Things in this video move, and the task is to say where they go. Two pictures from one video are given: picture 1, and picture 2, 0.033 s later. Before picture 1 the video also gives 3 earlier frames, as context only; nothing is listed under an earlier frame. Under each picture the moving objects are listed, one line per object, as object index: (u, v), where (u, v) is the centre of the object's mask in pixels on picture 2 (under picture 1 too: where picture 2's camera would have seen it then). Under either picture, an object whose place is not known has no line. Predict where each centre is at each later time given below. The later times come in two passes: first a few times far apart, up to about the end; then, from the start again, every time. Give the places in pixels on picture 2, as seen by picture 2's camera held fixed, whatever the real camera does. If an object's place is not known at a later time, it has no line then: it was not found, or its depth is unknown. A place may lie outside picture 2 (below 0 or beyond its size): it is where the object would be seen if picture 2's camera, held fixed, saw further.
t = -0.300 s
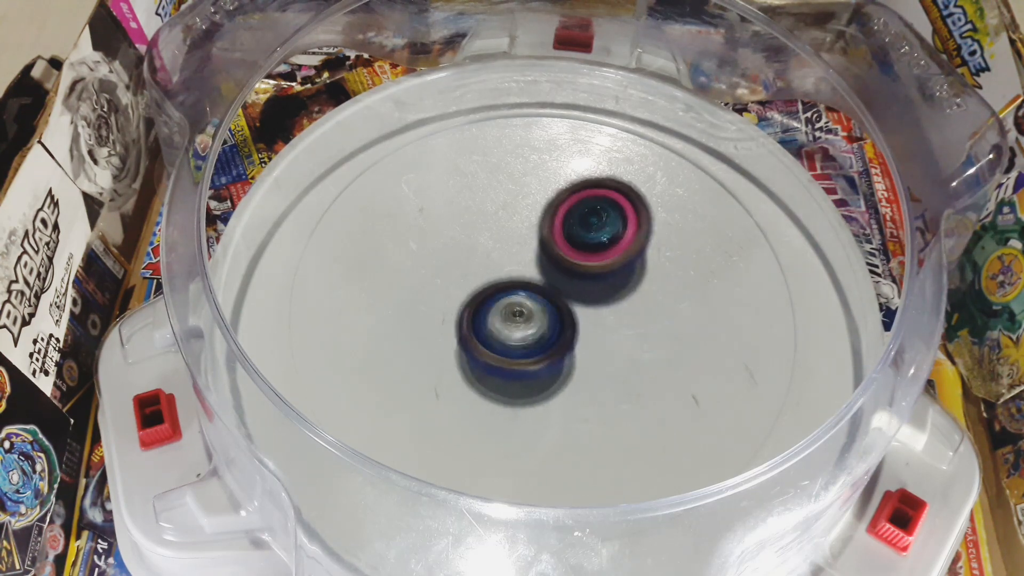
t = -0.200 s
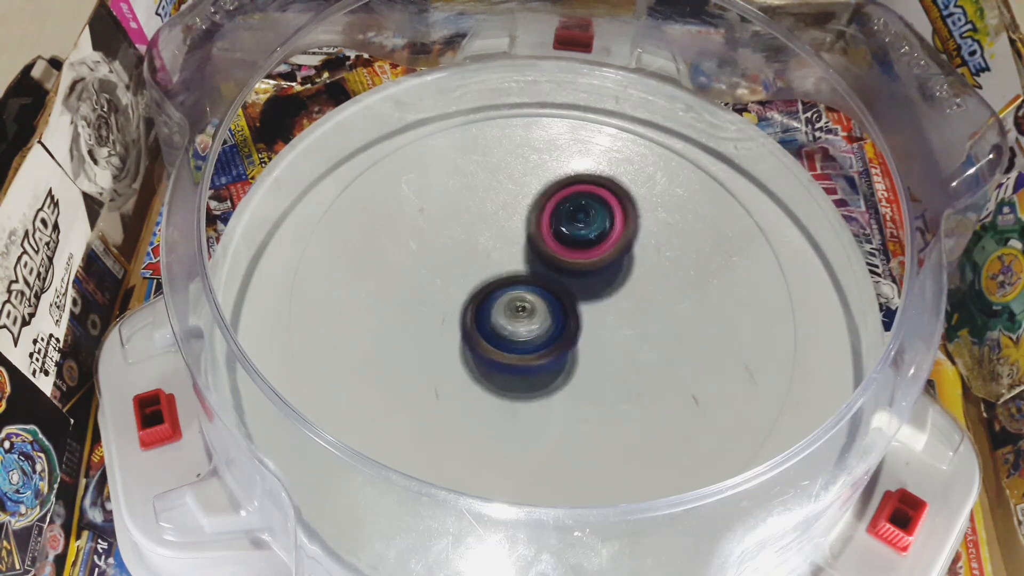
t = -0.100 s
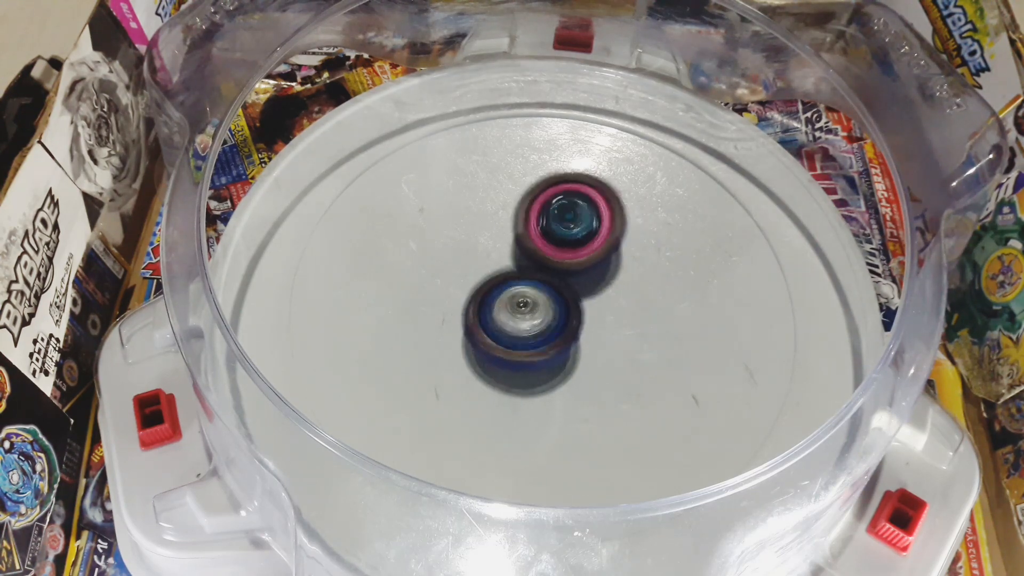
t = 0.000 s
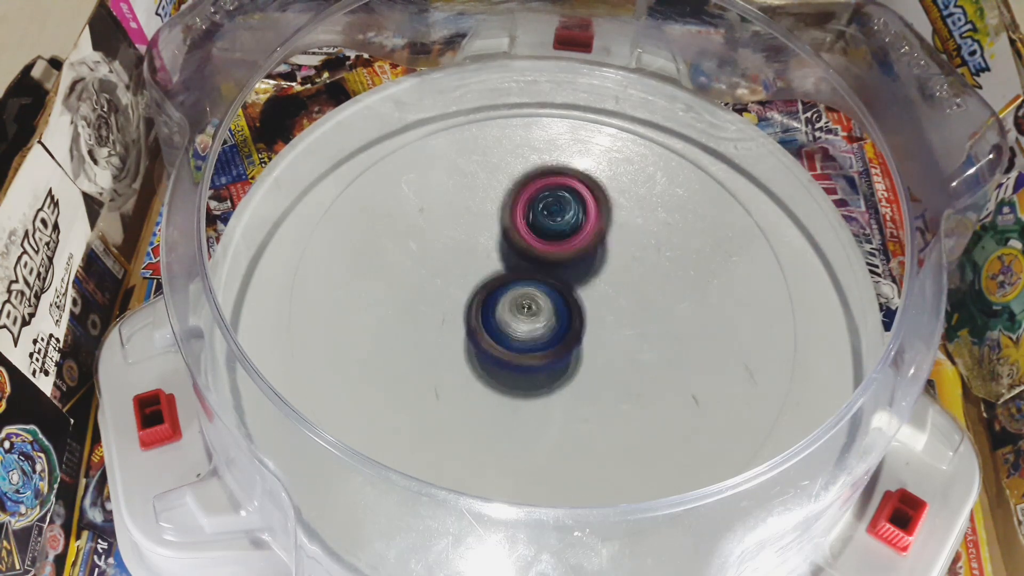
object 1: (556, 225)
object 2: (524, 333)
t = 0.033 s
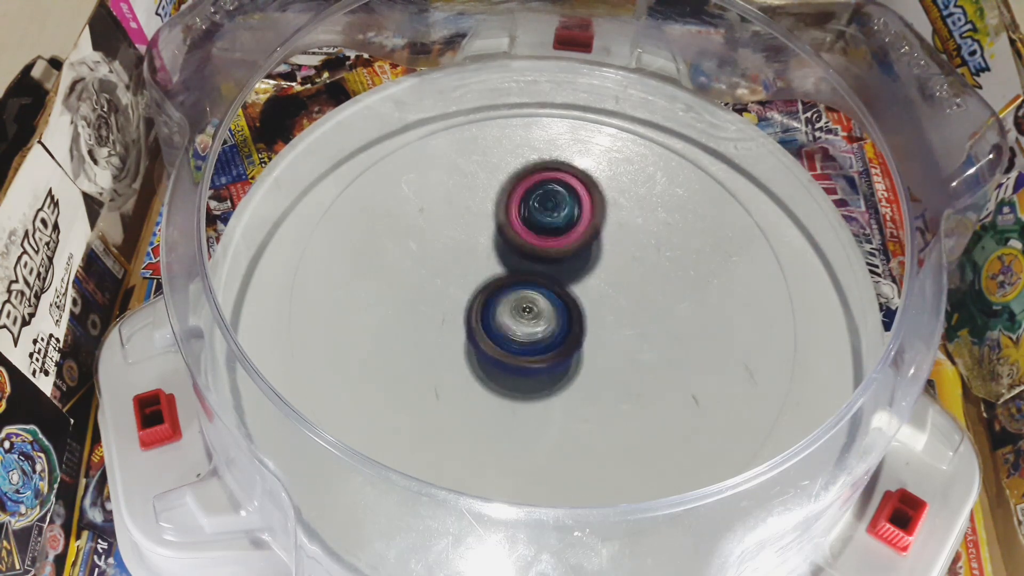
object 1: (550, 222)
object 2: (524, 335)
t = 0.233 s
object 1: (520, 223)
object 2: (527, 336)
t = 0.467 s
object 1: (475, 233)
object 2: (535, 348)
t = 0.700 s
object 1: (446, 261)
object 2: (544, 343)
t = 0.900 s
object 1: (426, 291)
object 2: (545, 334)
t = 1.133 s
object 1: (409, 322)
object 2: (549, 325)
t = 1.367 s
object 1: (415, 357)
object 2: (550, 312)
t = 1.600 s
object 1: (444, 387)
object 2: (540, 309)
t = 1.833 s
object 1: (483, 417)
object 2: (537, 304)
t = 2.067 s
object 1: (529, 423)
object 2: (535, 303)
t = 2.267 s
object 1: (576, 415)
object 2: (532, 303)
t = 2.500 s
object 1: (631, 389)
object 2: (531, 309)
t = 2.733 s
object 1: (656, 355)
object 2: (531, 312)
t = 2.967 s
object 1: (665, 321)
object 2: (526, 318)
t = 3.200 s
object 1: (644, 285)
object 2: (526, 326)
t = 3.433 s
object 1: (608, 246)
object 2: (530, 333)
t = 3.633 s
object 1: (572, 227)
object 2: (535, 331)
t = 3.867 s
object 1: (521, 220)
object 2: (538, 330)
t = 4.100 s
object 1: (476, 232)
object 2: (538, 333)
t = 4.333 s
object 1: (423, 254)
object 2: (565, 344)
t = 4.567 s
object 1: (410, 284)
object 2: (574, 332)
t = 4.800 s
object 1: (429, 332)
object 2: (560, 314)
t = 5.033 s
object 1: (449, 410)
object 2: (546, 303)
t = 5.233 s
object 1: (472, 430)
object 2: (530, 306)
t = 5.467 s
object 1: (522, 428)
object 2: (519, 311)
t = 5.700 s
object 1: (635, 417)
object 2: (504, 294)
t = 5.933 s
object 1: (684, 393)
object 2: (496, 298)
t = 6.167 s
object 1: (667, 353)
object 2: (515, 317)
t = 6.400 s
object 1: (639, 262)
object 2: (524, 318)
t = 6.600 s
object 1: (616, 208)
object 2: (523, 316)
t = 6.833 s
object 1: (580, 210)
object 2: (525, 313)
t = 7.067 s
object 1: (469, 231)
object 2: (547, 340)
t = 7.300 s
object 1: (371, 235)
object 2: (534, 351)
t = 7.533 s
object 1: (384, 272)
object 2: (539, 344)
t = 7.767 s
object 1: (443, 393)
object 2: (544, 319)
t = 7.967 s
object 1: (479, 450)
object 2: (529, 311)
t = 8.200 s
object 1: (536, 454)
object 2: (536, 313)
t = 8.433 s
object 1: (636, 390)
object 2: (521, 322)
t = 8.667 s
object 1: (691, 337)
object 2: (499, 319)
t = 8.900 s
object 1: (691, 331)
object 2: (499, 318)
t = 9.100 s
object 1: (633, 292)
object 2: (499, 318)
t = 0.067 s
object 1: (545, 221)
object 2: (524, 335)
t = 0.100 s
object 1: (540, 220)
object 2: (524, 334)
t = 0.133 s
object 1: (535, 219)
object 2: (524, 334)
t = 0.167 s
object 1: (530, 220)
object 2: (525, 336)
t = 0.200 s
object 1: (525, 222)
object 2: (526, 337)
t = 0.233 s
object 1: (520, 223)
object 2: (527, 336)
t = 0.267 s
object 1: (514, 225)
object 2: (528, 336)
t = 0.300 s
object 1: (508, 228)
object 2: (529, 341)
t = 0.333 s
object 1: (499, 226)
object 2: (532, 346)
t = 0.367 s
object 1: (492, 226)
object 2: (533, 346)
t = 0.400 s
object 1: (484, 227)
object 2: (532, 346)
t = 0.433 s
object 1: (479, 230)
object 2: (532, 347)
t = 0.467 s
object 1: (475, 233)
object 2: (535, 348)
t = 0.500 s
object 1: (471, 236)
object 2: (538, 347)
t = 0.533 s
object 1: (466, 239)
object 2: (539, 347)
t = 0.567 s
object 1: (462, 243)
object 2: (539, 348)
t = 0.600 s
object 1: (458, 246)
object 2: (541, 347)
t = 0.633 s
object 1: (453, 250)
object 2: (542, 346)
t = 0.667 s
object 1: (450, 255)
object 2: (543, 344)
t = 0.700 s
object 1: (446, 261)
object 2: (544, 343)
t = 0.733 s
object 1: (442, 265)
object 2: (545, 343)
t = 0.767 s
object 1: (438, 271)
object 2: (546, 342)
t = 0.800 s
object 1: (434, 276)
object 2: (546, 340)
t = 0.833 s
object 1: (431, 281)
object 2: (545, 337)
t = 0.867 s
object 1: (428, 286)
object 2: (545, 336)
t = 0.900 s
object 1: (426, 291)
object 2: (545, 334)
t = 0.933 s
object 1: (424, 296)
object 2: (545, 333)
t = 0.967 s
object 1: (418, 300)
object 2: (549, 331)
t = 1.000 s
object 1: (412, 305)
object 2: (551, 329)
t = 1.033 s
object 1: (410, 309)
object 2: (550, 329)
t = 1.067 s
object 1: (408, 313)
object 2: (549, 328)
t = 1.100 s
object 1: (408, 318)
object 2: (550, 327)
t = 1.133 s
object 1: (409, 322)
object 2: (549, 325)
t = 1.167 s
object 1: (411, 326)
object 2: (547, 323)
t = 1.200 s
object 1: (414, 330)
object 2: (545, 322)
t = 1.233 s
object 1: (417, 334)
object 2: (543, 321)
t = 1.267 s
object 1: (419, 338)
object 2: (544, 319)
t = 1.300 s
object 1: (416, 344)
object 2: (549, 315)
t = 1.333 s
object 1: (414, 350)
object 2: (551, 313)
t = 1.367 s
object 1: (415, 357)
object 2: (550, 312)
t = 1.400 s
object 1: (418, 363)
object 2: (549, 312)
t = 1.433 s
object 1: (421, 368)
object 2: (548, 311)
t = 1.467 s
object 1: (425, 372)
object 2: (546, 310)
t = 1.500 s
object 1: (430, 376)
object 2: (545, 310)
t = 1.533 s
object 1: (434, 380)
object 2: (543, 310)
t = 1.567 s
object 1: (439, 383)
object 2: (542, 309)
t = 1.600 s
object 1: (444, 387)
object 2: (540, 309)
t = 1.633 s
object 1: (449, 389)
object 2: (540, 309)
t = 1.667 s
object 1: (455, 391)
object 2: (539, 309)
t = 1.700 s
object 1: (460, 397)
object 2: (538, 307)
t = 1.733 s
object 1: (464, 405)
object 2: (538, 303)
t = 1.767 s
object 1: (470, 410)
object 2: (538, 301)
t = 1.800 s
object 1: (477, 414)
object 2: (537, 303)
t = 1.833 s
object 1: (483, 417)
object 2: (537, 304)
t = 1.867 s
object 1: (490, 420)
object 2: (537, 303)
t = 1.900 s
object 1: (497, 422)
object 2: (536, 303)
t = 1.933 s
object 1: (504, 423)
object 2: (535, 303)
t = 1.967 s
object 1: (510, 424)
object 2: (534, 303)
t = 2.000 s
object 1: (516, 424)
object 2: (534, 303)
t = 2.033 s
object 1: (523, 424)
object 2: (535, 303)
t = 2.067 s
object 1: (529, 423)
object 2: (535, 303)
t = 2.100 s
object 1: (536, 422)
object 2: (533, 302)
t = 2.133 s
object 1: (543, 421)
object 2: (533, 302)
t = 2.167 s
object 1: (550, 420)
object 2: (533, 302)
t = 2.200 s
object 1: (558, 417)
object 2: (534, 303)
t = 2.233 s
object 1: (566, 415)
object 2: (534, 304)
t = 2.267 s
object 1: (576, 415)
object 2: (532, 303)
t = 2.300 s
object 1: (585, 412)
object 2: (530, 304)
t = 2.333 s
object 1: (594, 409)
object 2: (531, 306)
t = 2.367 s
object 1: (604, 407)
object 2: (532, 306)
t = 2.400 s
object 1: (612, 403)
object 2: (532, 305)
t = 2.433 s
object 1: (620, 398)
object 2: (530, 306)
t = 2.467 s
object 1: (626, 393)
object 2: (530, 308)
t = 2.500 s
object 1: (631, 389)
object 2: (531, 309)
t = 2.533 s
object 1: (636, 385)
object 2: (531, 309)
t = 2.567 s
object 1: (641, 381)
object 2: (531, 308)
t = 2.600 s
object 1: (645, 375)
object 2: (529, 309)
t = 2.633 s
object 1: (649, 370)
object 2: (530, 311)
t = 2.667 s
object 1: (652, 365)
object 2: (532, 312)
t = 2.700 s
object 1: (654, 360)
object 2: (532, 311)
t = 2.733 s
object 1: (656, 355)
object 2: (531, 312)
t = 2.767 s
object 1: (657, 350)
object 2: (530, 313)
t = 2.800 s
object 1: (657, 346)
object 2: (531, 315)
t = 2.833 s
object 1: (662, 341)
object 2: (529, 315)
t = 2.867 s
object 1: (666, 336)
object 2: (526, 315)
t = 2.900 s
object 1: (667, 331)
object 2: (527, 315)
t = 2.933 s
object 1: (666, 326)
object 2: (527, 317)
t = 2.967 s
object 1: (665, 321)
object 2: (526, 318)
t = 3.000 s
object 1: (663, 316)
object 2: (526, 319)
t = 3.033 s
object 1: (660, 312)
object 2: (526, 319)
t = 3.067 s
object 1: (657, 307)
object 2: (527, 320)
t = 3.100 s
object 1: (654, 303)
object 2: (527, 321)
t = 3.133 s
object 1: (651, 298)
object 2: (526, 322)
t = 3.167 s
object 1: (648, 291)
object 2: (524, 324)
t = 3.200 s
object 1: (644, 285)
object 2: (526, 326)
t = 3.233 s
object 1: (640, 279)
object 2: (528, 327)
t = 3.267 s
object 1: (636, 273)
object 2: (528, 329)
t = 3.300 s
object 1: (630, 267)
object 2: (527, 330)
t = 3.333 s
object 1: (625, 262)
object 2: (529, 331)
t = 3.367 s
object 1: (620, 256)
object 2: (530, 331)
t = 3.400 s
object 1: (614, 251)
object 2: (531, 332)
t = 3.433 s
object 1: (608, 246)
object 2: (530, 333)
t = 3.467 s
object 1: (603, 242)
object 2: (531, 333)
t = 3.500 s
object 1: (597, 238)
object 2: (532, 333)
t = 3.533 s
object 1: (591, 235)
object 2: (534, 333)
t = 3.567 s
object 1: (584, 233)
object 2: (534, 333)
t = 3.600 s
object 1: (578, 229)
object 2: (534, 332)
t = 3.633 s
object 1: (572, 227)
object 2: (535, 331)
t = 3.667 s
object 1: (564, 225)
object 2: (536, 332)
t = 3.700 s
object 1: (557, 225)
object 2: (536, 332)
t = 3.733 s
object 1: (550, 223)
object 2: (536, 331)
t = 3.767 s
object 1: (544, 221)
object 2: (537, 332)
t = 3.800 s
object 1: (536, 221)
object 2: (539, 333)
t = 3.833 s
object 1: (528, 220)
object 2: (540, 331)
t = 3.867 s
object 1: (521, 220)
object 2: (538, 330)
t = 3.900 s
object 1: (513, 220)
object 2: (537, 332)
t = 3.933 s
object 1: (505, 221)
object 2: (538, 333)
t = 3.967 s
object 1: (498, 222)
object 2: (541, 332)
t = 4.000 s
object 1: (491, 223)
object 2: (540, 331)
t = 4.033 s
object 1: (484, 225)
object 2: (537, 331)
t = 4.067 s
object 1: (480, 228)
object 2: (535, 332)
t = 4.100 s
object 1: (476, 232)
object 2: (538, 333)
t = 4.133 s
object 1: (471, 234)
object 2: (540, 332)
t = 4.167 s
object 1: (467, 238)
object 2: (540, 330)
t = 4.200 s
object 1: (459, 241)
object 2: (546, 333)
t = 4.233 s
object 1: (446, 243)
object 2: (554, 338)
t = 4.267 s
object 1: (437, 246)
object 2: (560, 342)
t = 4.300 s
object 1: (429, 250)
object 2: (562, 343)
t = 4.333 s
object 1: (423, 254)
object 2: (565, 344)
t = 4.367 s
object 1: (417, 257)
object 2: (568, 342)
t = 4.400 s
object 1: (413, 261)
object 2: (569, 341)
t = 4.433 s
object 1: (411, 265)
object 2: (571, 339)
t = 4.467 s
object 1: (409, 270)
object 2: (572, 338)
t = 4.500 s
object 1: (409, 274)
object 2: (573, 336)
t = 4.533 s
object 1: (409, 279)
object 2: (574, 334)
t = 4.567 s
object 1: (410, 284)
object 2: (574, 332)
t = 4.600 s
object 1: (412, 290)
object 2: (573, 329)
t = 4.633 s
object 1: (414, 296)
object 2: (572, 327)
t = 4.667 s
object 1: (416, 302)
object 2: (570, 325)
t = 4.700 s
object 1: (418, 309)
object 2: (569, 321)
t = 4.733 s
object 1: (421, 316)
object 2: (566, 319)
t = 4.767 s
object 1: (425, 323)
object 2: (564, 317)
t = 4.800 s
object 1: (429, 332)
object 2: (560, 314)
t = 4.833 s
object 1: (433, 341)
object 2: (557, 313)
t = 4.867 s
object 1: (437, 350)
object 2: (554, 312)
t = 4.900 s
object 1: (439, 360)
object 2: (552, 309)
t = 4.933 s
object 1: (441, 375)
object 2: (554, 305)
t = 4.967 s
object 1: (444, 389)
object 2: (552, 302)
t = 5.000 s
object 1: (447, 400)
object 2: (548, 302)
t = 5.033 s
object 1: (449, 410)
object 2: (546, 303)
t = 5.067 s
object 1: (452, 418)
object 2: (543, 302)
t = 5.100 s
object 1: (456, 423)
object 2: (539, 302)
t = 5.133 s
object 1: (460, 427)
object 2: (537, 302)
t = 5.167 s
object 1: (464, 428)
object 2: (533, 302)
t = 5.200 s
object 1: (468, 429)
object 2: (531, 304)
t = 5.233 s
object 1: (472, 430)
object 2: (530, 306)
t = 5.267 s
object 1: (477, 430)
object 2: (528, 307)
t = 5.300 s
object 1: (482, 430)
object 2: (526, 310)
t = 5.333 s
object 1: (487, 429)
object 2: (526, 312)
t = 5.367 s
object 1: (493, 427)
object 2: (526, 314)
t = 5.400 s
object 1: (502, 428)
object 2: (524, 315)
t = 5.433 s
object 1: (513, 430)
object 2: (521, 312)
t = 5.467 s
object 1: (522, 428)
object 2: (519, 311)
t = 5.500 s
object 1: (534, 426)
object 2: (515, 311)
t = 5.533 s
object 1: (548, 424)
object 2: (515, 312)
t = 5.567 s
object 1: (565, 423)
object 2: (514, 311)
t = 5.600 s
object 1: (584, 422)
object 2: (510, 305)
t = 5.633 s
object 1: (603, 421)
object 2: (507, 300)
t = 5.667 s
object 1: (619, 419)
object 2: (506, 296)
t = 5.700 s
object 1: (635, 417)
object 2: (504, 294)
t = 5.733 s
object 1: (648, 414)
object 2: (501, 293)
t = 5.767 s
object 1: (659, 411)
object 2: (499, 293)
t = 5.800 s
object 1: (668, 408)
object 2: (497, 294)
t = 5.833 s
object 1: (675, 404)
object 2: (497, 294)
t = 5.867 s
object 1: (678, 401)
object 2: (496, 295)
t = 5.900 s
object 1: (682, 397)
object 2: (496, 296)
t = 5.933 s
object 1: (684, 393)
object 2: (496, 298)
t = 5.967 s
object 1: (683, 389)
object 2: (497, 300)
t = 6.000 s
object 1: (682, 384)
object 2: (498, 304)
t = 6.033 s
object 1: (681, 379)
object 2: (498, 306)
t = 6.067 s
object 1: (678, 373)
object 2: (501, 309)
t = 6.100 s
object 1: (676, 367)
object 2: (505, 312)
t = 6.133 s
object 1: (672, 361)
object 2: (509, 314)
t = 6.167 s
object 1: (667, 353)
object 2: (515, 317)
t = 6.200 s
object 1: (663, 344)
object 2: (520, 319)
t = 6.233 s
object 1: (657, 333)
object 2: (525, 321)
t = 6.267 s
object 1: (652, 320)
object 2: (526, 321)
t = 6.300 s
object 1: (650, 305)
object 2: (522, 320)
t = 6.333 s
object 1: (646, 291)
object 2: (520, 319)
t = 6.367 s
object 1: (642, 276)
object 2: (523, 318)
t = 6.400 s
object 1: (639, 262)
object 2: (524, 318)
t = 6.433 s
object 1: (634, 248)
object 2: (524, 318)
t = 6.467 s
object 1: (632, 236)
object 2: (522, 318)
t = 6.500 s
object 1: (627, 226)
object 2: (519, 318)
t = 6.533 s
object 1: (624, 217)
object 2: (518, 318)
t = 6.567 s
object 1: (620, 212)
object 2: (519, 317)
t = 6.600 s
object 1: (616, 208)
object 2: (523, 316)
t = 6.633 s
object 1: (614, 205)
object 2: (524, 316)
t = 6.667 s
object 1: (610, 204)
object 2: (519, 315)
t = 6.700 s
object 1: (605, 204)
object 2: (516, 315)
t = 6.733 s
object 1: (600, 206)
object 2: (516, 315)
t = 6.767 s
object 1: (595, 207)
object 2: (520, 315)
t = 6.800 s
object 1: (589, 207)
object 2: (525, 315)
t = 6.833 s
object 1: (580, 210)
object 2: (525, 313)
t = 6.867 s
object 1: (572, 212)
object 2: (519, 315)
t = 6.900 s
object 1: (561, 213)
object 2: (515, 317)
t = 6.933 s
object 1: (547, 213)
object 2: (517, 317)
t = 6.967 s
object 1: (531, 215)
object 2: (524, 318)
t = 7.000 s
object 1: (513, 219)
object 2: (531, 322)
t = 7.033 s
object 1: (490, 226)
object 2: (542, 330)
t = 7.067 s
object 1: (469, 231)
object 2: (547, 340)
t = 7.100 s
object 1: (450, 230)
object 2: (547, 346)
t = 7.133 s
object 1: (430, 232)
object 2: (545, 350)
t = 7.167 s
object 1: (412, 231)
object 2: (542, 352)
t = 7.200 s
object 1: (398, 232)
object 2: (539, 354)
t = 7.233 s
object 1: (385, 232)
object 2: (536, 356)
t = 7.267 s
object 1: (377, 234)
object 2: (537, 350)
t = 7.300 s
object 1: (371, 235)
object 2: (534, 351)
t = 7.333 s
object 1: (370, 239)
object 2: (532, 352)
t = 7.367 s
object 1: (369, 242)
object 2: (532, 352)
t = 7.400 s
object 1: (371, 245)
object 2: (532, 352)
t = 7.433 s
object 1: (372, 250)
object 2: (533, 351)
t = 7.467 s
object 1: (375, 255)
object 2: (536, 349)
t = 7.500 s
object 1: (378, 262)
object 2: (538, 347)
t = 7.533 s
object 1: (384, 272)
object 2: (539, 344)
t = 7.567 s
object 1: (391, 284)
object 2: (540, 342)
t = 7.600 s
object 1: (399, 297)
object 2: (541, 339)
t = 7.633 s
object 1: (410, 314)
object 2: (542, 336)
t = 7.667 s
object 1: (420, 330)
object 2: (540, 334)
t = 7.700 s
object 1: (430, 350)
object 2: (539, 342)
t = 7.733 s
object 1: (436, 372)
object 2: (544, 322)
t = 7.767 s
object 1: (443, 393)
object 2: (544, 319)
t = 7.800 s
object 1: (448, 408)
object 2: (541, 318)
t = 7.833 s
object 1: (453, 423)
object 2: (538, 316)
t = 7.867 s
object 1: (459, 431)
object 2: (536, 314)
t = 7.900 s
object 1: (465, 439)
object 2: (532, 311)
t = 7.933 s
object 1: (474, 446)
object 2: (530, 312)
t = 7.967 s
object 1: (479, 450)
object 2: (529, 311)
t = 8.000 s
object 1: (489, 454)
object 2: (528, 311)
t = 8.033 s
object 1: (496, 456)
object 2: (528, 311)
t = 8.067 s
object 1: (503, 458)
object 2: (529, 311)
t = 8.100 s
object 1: (510, 458)
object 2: (530, 312)
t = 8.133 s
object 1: (516, 458)
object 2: (532, 312)
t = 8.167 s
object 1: (524, 456)
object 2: (534, 313)
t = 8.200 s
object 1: (536, 454)
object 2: (536, 313)
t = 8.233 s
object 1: (546, 450)
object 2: (537, 313)
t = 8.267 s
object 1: (560, 446)
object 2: (537, 313)
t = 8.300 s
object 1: (574, 436)
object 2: (537, 314)
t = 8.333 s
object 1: (587, 426)
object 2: (536, 314)
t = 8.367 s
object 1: (604, 414)
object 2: (536, 313)
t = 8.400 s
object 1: (620, 402)
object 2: (531, 311)
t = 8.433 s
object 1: (636, 390)
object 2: (521, 322)
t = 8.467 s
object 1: (648, 376)
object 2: (515, 322)
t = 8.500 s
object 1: (658, 366)
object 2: (509, 308)
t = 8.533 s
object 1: (667, 357)
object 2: (504, 311)
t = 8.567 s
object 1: (674, 350)
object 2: (502, 312)
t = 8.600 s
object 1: (683, 343)
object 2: (501, 315)
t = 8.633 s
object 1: (687, 339)
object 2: (500, 317)
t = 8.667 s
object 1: (691, 337)
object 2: (499, 319)
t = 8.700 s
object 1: (693, 334)
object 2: (498, 319)
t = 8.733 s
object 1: (693, 334)
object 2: (498, 319)
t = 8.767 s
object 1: (694, 335)
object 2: (498, 319)
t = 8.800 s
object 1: (693, 335)
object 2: (498, 319)
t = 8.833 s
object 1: (692, 335)
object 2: (499, 318)
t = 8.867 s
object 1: (694, 334)
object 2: (499, 318)
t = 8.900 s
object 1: (691, 331)
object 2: (499, 318)
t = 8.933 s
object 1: (687, 327)
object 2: (499, 318)
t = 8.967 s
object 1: (681, 319)
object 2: (499, 318)
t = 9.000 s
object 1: (669, 313)
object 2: (499, 318)
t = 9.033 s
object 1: (660, 306)
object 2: (499, 318)
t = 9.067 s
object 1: (646, 298)
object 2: (499, 318)
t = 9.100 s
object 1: (633, 292)
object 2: (499, 318)
